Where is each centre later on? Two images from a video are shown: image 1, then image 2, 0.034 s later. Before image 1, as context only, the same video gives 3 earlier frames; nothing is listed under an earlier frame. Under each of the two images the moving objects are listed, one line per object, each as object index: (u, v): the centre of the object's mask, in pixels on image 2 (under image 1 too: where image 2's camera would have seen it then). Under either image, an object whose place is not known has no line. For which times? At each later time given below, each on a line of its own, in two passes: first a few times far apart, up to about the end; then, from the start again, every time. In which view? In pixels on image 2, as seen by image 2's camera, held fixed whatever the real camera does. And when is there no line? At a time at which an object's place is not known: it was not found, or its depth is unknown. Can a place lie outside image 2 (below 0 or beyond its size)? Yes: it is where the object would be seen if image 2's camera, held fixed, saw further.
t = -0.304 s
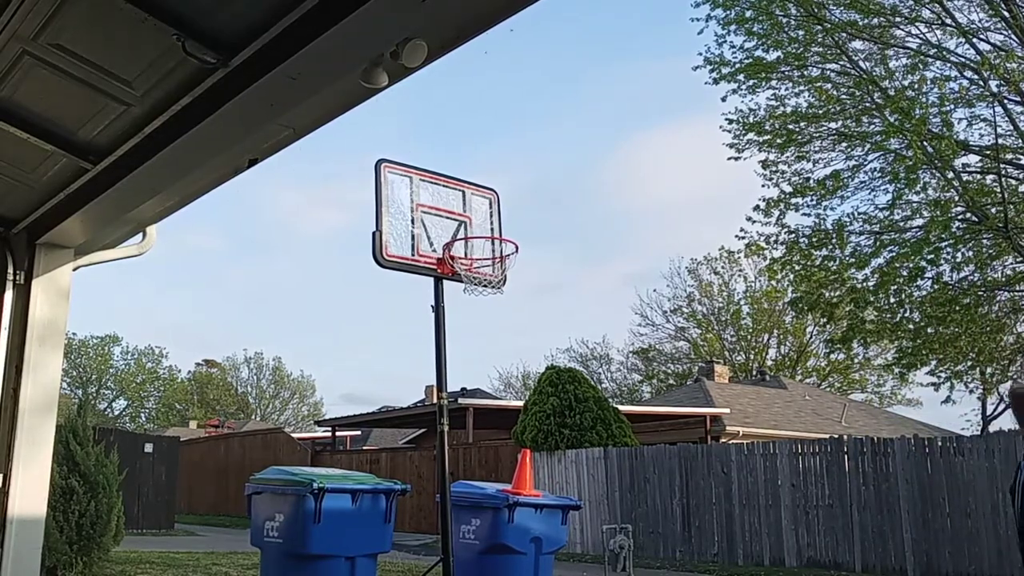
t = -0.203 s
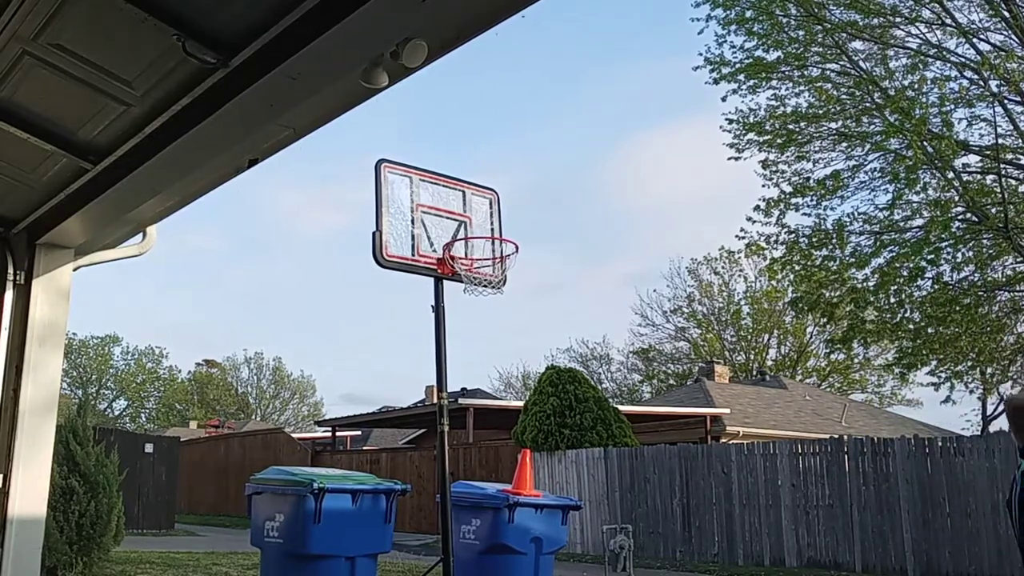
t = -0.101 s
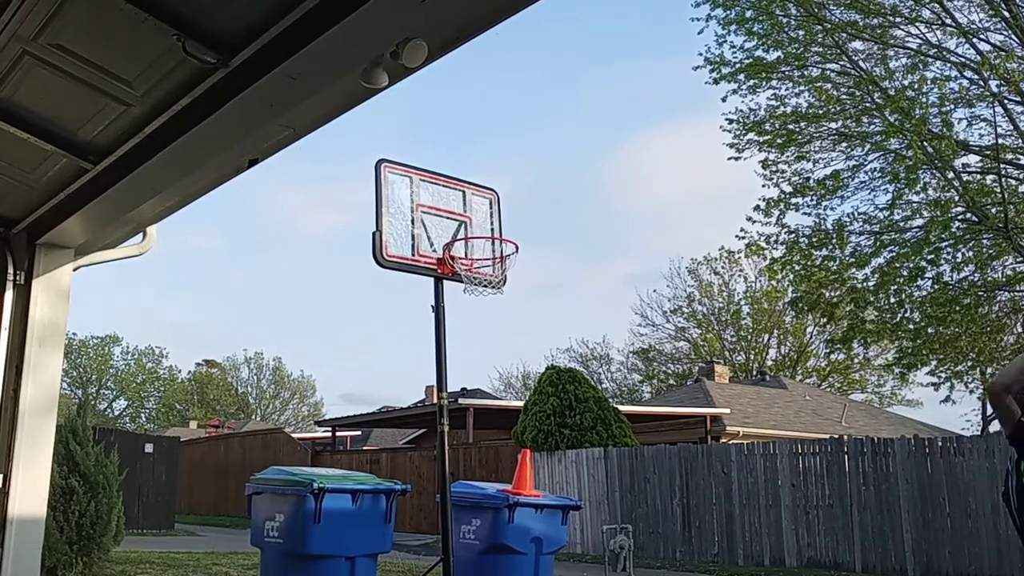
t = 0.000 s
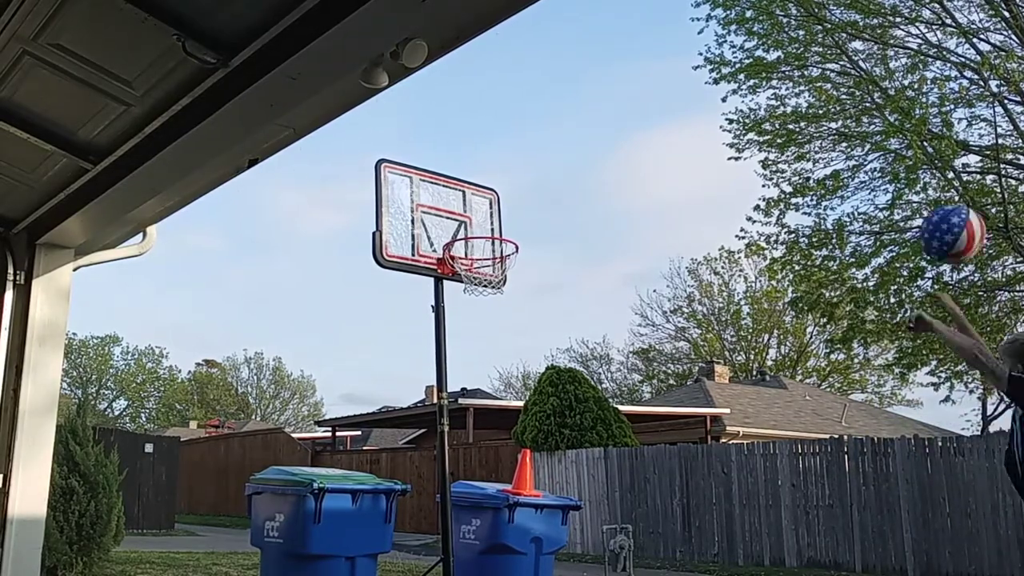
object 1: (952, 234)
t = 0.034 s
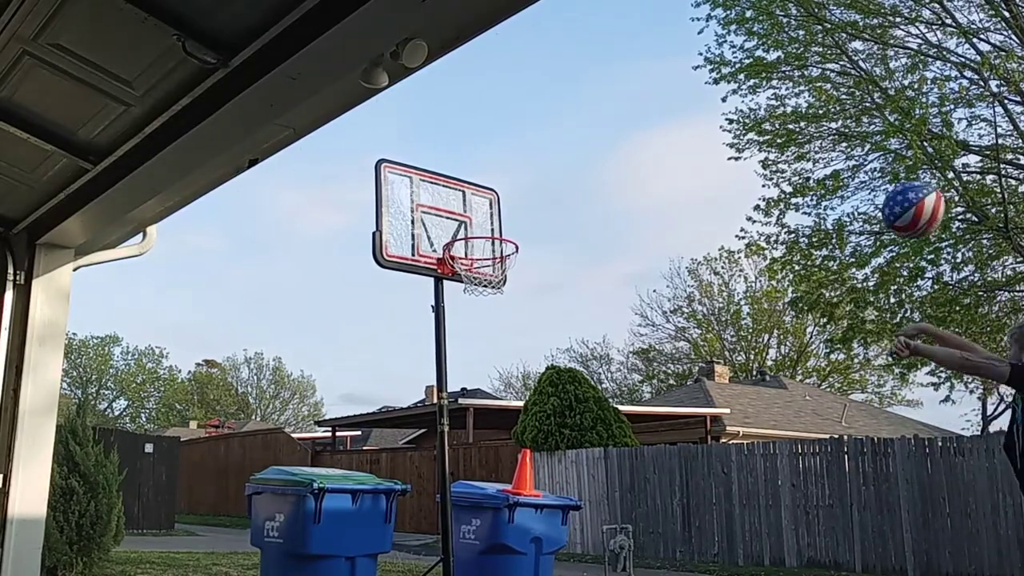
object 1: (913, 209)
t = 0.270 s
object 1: (707, 136)
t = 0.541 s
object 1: (554, 182)
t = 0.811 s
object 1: (455, 231)
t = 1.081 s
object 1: (441, 220)
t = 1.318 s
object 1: (426, 288)
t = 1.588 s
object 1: (403, 520)
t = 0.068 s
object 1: (877, 189)
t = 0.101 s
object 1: (843, 173)
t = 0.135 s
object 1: (813, 160)
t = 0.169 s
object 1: (784, 150)
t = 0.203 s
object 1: (757, 142)
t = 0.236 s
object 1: (731, 138)
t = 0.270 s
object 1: (707, 136)
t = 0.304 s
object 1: (685, 135)
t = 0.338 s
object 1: (663, 137)
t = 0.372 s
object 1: (643, 141)
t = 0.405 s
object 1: (623, 146)
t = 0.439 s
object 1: (605, 153)
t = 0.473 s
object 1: (587, 161)
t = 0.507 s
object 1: (570, 171)
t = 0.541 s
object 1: (554, 182)
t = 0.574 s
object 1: (539, 195)
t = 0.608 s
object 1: (524, 209)
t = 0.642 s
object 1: (510, 223)
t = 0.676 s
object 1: (495, 241)
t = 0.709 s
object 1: (482, 240)
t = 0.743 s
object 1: (469, 237)
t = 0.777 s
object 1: (458, 236)
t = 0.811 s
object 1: (455, 231)
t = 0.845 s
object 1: (453, 226)
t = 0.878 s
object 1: (451, 225)
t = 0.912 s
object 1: (450, 224)
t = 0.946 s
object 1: (447, 222)
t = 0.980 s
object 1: (446, 219)
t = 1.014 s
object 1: (445, 218)
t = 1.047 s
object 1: (443, 218)
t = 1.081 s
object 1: (441, 220)
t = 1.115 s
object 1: (439, 224)
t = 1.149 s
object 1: (437, 229)
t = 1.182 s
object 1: (435, 237)
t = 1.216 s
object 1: (432, 246)
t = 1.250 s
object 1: (432, 258)
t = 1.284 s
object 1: (428, 272)
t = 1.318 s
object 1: (426, 288)
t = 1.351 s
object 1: (424, 307)
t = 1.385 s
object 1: (421, 328)
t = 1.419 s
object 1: (418, 352)
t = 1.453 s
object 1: (415, 380)
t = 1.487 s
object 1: (413, 409)
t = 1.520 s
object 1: (411, 442)
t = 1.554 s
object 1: (407, 478)
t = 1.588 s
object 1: (403, 520)
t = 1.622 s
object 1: (399, 559)
